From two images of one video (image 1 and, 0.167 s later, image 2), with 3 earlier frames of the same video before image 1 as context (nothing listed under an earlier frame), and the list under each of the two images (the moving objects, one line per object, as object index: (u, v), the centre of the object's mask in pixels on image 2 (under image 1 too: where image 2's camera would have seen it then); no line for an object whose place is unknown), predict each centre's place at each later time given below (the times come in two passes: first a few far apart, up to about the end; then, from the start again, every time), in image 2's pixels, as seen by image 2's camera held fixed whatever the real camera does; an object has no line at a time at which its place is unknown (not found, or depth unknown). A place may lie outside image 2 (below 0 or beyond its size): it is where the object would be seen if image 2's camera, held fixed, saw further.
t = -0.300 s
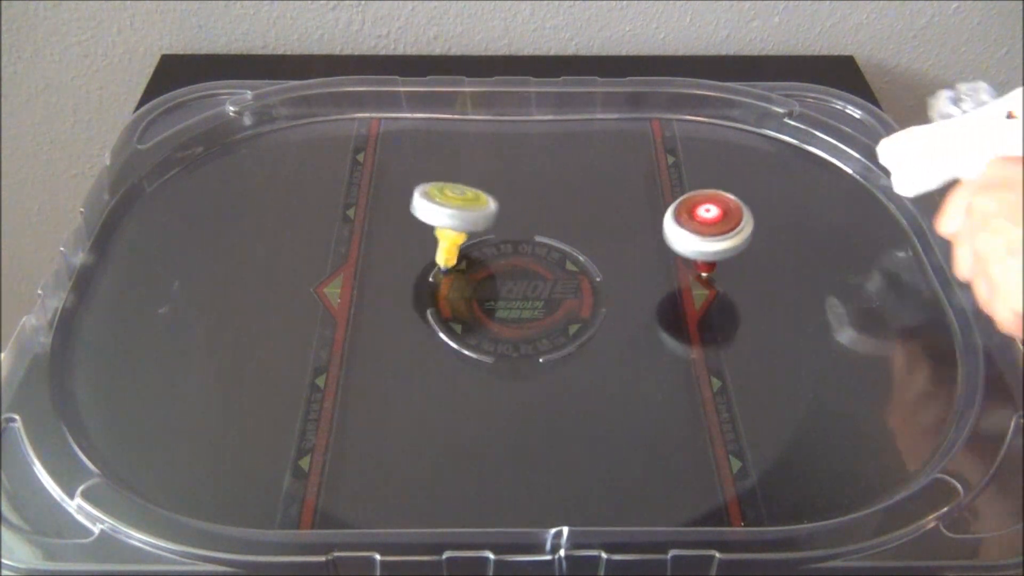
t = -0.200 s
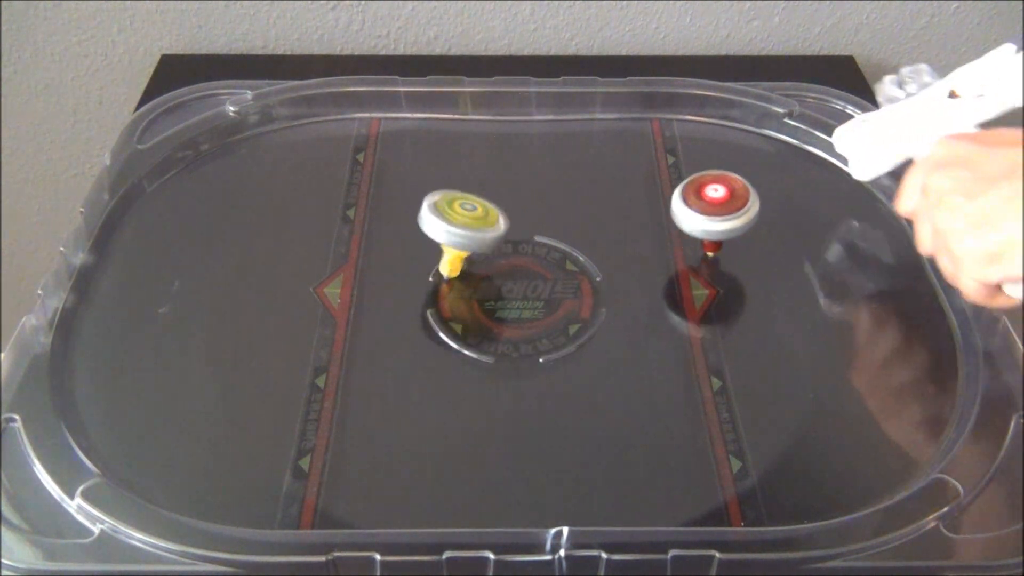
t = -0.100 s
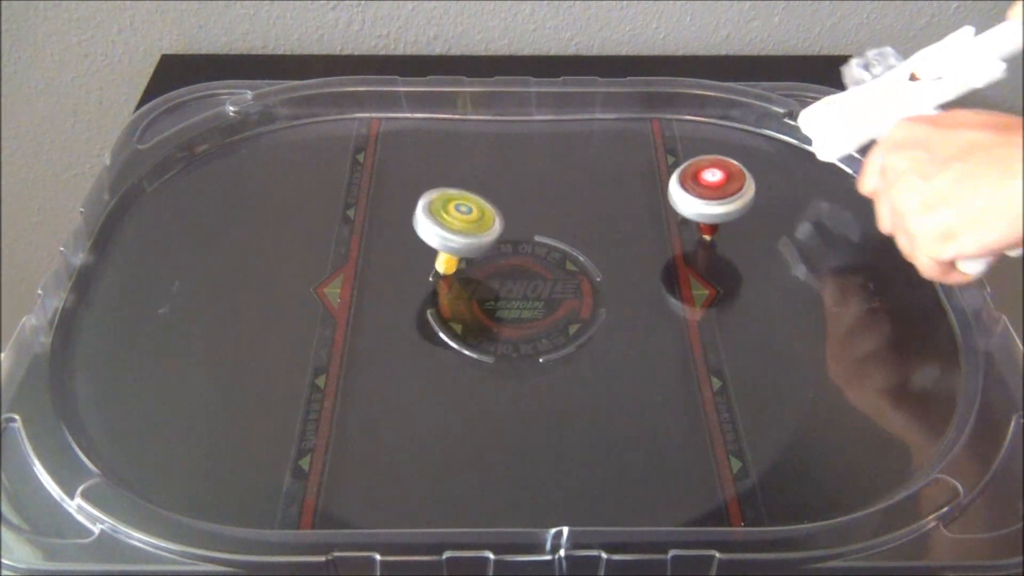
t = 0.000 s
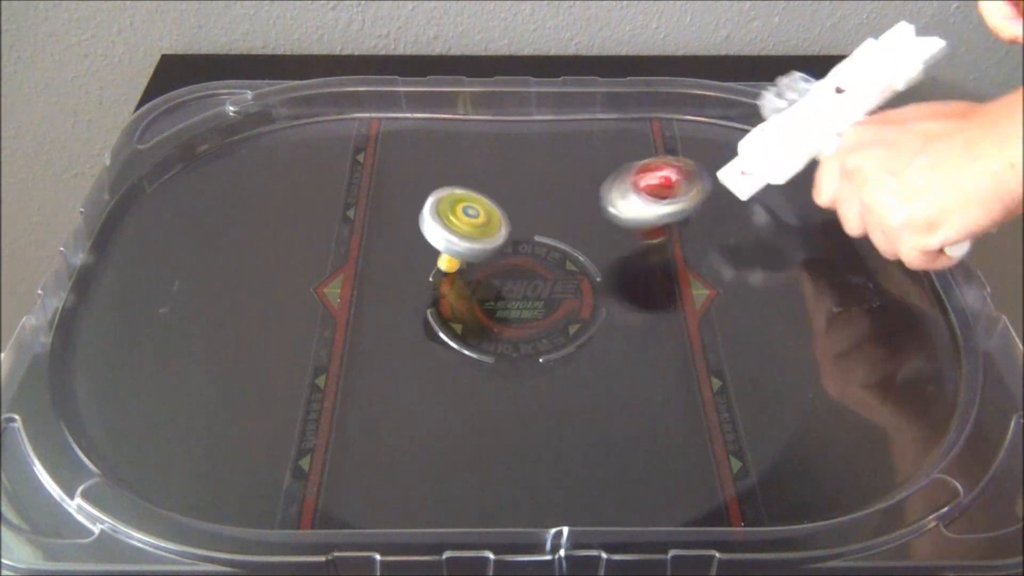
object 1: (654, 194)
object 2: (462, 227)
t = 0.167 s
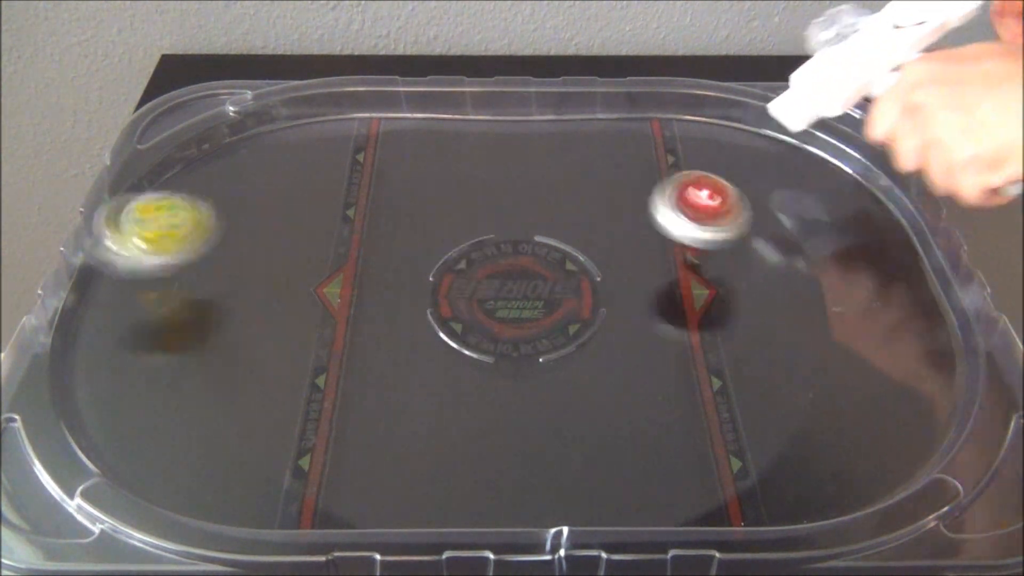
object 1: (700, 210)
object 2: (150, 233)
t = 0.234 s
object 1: (766, 217)
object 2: (75, 230)
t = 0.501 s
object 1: (926, 244)
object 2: (282, 316)
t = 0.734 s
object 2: (435, 375)
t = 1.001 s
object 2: (494, 395)
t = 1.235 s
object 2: (503, 421)
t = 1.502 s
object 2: (418, 413)
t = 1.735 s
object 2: (352, 386)
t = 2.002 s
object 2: (388, 377)
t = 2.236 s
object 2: (423, 390)
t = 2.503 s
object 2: (428, 414)
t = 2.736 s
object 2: (417, 400)
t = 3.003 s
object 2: (433, 377)
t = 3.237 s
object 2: (460, 373)
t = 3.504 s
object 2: (485, 388)
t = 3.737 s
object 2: (476, 396)
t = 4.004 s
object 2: (474, 378)
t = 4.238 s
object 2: (490, 368)
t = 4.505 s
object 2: (510, 371)
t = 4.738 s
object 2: (511, 381)
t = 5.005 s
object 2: (502, 370)
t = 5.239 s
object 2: (515, 357)
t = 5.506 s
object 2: (526, 357)
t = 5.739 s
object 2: (533, 363)
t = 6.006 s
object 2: (526, 357)
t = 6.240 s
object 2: (535, 350)
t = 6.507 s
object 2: (528, 333)
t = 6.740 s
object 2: (519, 299)
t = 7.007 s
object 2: (520, 291)
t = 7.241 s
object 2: (524, 291)
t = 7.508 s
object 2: (517, 290)
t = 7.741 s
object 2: (519, 294)
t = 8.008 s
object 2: (525, 289)
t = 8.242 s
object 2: (520, 292)
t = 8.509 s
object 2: (516, 290)
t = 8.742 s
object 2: (519, 290)
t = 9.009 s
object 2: (526, 292)
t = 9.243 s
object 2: (511, 290)
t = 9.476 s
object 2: (513, 287)
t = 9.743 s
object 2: (523, 285)
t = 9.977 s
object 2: (516, 291)
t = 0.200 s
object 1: (737, 214)
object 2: (73, 244)
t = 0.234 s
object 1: (766, 217)
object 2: (75, 230)
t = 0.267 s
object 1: (792, 221)
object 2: (90, 225)
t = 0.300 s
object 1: (812, 227)
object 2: (112, 237)
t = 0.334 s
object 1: (830, 230)
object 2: (143, 267)
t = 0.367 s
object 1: (847, 233)
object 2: (174, 287)
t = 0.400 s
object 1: (866, 237)
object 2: (195, 278)
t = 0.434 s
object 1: (887, 238)
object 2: (219, 282)
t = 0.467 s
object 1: (906, 241)
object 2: (250, 302)
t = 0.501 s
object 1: (926, 244)
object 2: (282, 316)
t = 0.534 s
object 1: (946, 249)
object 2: (306, 320)
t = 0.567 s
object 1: (954, 256)
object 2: (334, 338)
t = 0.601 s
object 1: (946, 262)
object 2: (359, 345)
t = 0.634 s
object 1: (941, 266)
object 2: (383, 357)
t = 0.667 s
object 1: (937, 272)
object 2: (403, 364)
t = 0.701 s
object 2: (421, 371)
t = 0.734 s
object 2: (435, 375)
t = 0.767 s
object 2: (446, 378)
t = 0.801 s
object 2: (455, 380)
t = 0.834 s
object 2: (462, 381)
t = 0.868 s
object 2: (470, 382)
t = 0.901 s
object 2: (478, 385)
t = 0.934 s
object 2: (484, 388)
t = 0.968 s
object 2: (489, 391)
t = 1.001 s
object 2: (494, 395)
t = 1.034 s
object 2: (498, 399)
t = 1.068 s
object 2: (501, 403)
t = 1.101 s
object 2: (503, 407)
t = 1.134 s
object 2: (504, 411)
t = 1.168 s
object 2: (505, 415)
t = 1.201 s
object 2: (504, 418)
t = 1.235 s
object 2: (503, 421)
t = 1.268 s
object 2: (501, 423)
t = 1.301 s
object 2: (498, 424)
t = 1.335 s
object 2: (493, 425)
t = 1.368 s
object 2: (490, 424)
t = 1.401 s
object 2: (485, 424)
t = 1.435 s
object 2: (476, 427)
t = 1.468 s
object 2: (447, 415)
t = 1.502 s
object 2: (418, 413)
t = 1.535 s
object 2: (389, 418)
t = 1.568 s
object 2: (369, 410)
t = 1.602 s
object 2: (354, 407)
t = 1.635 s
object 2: (346, 400)
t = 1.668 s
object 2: (345, 395)
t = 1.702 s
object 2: (348, 391)
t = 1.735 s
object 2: (352, 386)
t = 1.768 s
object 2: (356, 382)
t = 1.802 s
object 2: (360, 380)
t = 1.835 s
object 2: (364, 379)
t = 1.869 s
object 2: (368, 379)
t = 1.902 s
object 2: (372, 379)
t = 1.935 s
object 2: (377, 378)
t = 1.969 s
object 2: (383, 377)
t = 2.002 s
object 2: (388, 377)
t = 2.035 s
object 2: (393, 378)
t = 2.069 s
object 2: (397, 379)
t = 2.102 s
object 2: (402, 380)
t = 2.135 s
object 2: (409, 382)
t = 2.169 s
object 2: (414, 385)
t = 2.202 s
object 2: (419, 387)
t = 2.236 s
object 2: (423, 390)
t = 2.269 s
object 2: (426, 394)
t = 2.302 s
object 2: (428, 398)
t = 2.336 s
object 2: (430, 401)
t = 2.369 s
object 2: (430, 405)
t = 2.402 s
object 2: (431, 408)
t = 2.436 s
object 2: (430, 411)
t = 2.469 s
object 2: (429, 413)
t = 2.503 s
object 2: (428, 414)
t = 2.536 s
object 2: (426, 414)
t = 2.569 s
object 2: (424, 413)
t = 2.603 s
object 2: (422, 412)
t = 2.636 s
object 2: (420, 410)
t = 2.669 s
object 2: (418, 407)
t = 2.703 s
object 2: (417, 404)
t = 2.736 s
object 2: (417, 400)
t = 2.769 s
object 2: (417, 396)
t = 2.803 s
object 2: (418, 393)
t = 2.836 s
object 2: (420, 390)
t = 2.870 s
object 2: (422, 386)
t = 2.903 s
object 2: (424, 384)
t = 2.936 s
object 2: (427, 382)
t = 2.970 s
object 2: (430, 379)
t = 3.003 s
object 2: (433, 377)
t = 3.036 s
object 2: (436, 375)
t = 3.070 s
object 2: (440, 374)
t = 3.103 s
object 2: (445, 373)
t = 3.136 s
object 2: (449, 373)
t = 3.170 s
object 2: (453, 373)
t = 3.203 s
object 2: (457, 373)
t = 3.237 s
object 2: (460, 373)
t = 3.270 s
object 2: (465, 373)
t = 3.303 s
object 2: (470, 375)
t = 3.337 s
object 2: (473, 377)
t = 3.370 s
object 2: (476, 378)
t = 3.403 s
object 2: (480, 381)
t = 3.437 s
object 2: (482, 383)
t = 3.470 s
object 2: (483, 385)
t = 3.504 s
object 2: (485, 388)
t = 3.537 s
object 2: (485, 390)
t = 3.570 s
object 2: (485, 392)
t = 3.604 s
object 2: (484, 394)
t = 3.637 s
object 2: (483, 396)
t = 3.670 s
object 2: (481, 396)
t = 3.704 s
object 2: (479, 396)
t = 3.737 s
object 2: (476, 396)
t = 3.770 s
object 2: (474, 395)
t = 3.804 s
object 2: (472, 393)
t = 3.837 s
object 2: (470, 391)
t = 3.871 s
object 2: (470, 388)
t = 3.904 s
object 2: (470, 386)
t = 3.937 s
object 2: (471, 383)
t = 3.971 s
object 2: (472, 380)
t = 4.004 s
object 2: (474, 378)
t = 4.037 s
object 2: (476, 375)
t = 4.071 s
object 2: (479, 373)
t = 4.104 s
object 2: (481, 372)
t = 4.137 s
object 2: (483, 371)
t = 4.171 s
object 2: (485, 370)
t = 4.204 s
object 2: (488, 369)
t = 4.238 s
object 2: (490, 368)
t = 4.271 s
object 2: (493, 367)
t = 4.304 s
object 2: (495, 367)
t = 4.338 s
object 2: (497, 366)
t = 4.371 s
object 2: (500, 366)
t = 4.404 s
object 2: (503, 366)
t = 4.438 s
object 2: (506, 368)
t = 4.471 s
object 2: (508, 369)
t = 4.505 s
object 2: (510, 371)
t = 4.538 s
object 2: (511, 372)
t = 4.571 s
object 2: (513, 374)
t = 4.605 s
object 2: (513, 375)
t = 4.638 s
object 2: (513, 377)
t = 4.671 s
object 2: (513, 379)
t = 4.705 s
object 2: (512, 380)
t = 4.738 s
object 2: (511, 381)
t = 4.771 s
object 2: (509, 381)
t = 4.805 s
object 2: (507, 380)
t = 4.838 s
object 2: (505, 380)
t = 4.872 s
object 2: (503, 378)
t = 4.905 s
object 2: (502, 376)
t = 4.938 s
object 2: (501, 374)
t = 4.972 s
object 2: (501, 372)
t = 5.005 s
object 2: (502, 370)
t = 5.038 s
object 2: (503, 368)
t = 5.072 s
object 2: (504, 365)
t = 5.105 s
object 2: (507, 364)
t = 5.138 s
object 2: (509, 362)
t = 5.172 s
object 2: (511, 360)
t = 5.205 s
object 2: (513, 359)
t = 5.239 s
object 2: (515, 357)
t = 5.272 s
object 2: (518, 356)
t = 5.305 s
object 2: (520, 356)
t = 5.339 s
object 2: (522, 356)
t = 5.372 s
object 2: (522, 356)
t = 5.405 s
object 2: (522, 356)
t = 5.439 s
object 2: (523, 356)
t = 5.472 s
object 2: (525, 357)
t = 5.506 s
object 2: (526, 357)
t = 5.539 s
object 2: (528, 357)
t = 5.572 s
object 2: (529, 358)
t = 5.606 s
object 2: (531, 358)
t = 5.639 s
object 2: (532, 359)
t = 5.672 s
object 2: (532, 361)
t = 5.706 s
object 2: (533, 362)
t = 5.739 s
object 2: (533, 363)
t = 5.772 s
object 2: (532, 364)
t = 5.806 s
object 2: (530, 364)
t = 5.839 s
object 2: (529, 364)
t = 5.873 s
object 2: (528, 363)
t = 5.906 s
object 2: (527, 362)
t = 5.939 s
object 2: (526, 361)
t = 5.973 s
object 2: (526, 359)
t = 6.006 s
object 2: (526, 357)
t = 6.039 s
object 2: (528, 356)
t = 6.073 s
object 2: (529, 355)
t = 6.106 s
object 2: (530, 353)
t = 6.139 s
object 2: (532, 352)
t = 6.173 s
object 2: (534, 351)
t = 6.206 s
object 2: (535, 351)
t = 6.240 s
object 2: (535, 350)
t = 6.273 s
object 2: (536, 350)
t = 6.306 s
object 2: (537, 350)
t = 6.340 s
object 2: (538, 349)
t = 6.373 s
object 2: (537, 349)
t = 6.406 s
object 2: (535, 347)
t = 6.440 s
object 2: (533, 342)
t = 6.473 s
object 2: (531, 339)
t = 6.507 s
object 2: (528, 333)
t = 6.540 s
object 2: (523, 326)
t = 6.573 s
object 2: (520, 317)
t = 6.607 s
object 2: (518, 310)
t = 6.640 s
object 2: (518, 304)
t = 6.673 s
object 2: (519, 301)
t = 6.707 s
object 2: (520, 300)
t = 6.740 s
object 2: (519, 299)
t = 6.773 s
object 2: (519, 297)
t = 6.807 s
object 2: (520, 296)
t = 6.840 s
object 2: (520, 295)
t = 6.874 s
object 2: (520, 295)
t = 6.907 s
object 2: (519, 294)
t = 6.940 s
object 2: (519, 293)
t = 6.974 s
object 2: (519, 292)
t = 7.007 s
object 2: (520, 291)
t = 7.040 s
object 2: (521, 290)
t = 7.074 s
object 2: (522, 289)
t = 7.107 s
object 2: (524, 289)
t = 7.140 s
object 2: (525, 290)
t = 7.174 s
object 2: (525, 290)
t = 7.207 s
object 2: (525, 291)
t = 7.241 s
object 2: (524, 291)
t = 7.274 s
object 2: (524, 291)
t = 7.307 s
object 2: (522, 291)
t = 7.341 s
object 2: (520, 290)
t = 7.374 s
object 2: (518, 290)
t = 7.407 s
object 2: (518, 291)
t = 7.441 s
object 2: (518, 291)
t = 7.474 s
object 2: (517, 291)
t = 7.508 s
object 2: (517, 290)
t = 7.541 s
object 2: (518, 290)
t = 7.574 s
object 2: (519, 291)
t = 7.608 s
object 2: (519, 292)
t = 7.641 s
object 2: (519, 292)
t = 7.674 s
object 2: (519, 293)
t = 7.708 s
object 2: (519, 293)
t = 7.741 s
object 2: (519, 294)
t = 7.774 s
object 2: (519, 294)
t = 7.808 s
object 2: (519, 293)
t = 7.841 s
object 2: (519, 293)
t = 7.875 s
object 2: (519, 292)
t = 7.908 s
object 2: (520, 291)
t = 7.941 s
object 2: (522, 290)
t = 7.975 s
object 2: (523, 290)
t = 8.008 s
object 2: (525, 289)
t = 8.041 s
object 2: (526, 290)
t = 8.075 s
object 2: (527, 290)
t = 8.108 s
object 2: (526, 291)
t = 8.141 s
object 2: (525, 292)
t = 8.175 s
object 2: (524, 292)
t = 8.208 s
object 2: (523, 292)
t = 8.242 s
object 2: (520, 292)
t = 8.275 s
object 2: (517, 292)
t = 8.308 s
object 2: (515, 291)
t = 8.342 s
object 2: (515, 292)
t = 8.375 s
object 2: (514, 291)
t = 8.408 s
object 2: (514, 290)
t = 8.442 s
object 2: (514, 290)
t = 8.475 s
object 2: (515, 290)
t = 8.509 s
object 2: (516, 290)
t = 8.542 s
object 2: (516, 291)
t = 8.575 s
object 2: (516, 291)
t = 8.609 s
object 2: (517, 291)
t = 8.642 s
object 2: (518, 291)
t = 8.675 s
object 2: (518, 291)
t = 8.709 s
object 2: (518, 290)
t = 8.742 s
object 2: (519, 290)
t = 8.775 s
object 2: (520, 290)
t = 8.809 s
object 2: (521, 289)
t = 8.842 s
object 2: (523, 288)
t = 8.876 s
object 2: (524, 288)
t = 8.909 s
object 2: (526, 289)
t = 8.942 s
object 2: (527, 289)
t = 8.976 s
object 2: (527, 290)
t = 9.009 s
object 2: (526, 292)
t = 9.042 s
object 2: (524, 292)
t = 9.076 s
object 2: (522, 292)
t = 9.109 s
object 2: (519, 293)
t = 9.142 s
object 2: (516, 293)
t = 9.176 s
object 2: (513, 292)
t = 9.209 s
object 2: (512, 292)
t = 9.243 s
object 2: (511, 290)
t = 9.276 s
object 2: (510, 290)
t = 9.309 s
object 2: (509, 289)
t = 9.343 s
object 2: (510, 288)
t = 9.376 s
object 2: (511, 288)
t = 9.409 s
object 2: (512, 287)
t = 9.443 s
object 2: (513, 287)
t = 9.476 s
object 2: (513, 287)
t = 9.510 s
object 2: (513, 287)
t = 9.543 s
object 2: (513, 287)
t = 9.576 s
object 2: (514, 287)
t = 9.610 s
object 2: (515, 286)
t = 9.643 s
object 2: (516, 286)
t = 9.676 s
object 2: (518, 285)
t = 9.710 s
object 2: (521, 285)
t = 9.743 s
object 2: (523, 285)
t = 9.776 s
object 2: (524, 285)
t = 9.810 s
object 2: (525, 286)
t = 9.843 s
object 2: (525, 287)
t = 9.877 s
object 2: (524, 289)
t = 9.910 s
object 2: (522, 291)
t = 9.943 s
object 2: (520, 291)
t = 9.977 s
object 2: (516, 291)
